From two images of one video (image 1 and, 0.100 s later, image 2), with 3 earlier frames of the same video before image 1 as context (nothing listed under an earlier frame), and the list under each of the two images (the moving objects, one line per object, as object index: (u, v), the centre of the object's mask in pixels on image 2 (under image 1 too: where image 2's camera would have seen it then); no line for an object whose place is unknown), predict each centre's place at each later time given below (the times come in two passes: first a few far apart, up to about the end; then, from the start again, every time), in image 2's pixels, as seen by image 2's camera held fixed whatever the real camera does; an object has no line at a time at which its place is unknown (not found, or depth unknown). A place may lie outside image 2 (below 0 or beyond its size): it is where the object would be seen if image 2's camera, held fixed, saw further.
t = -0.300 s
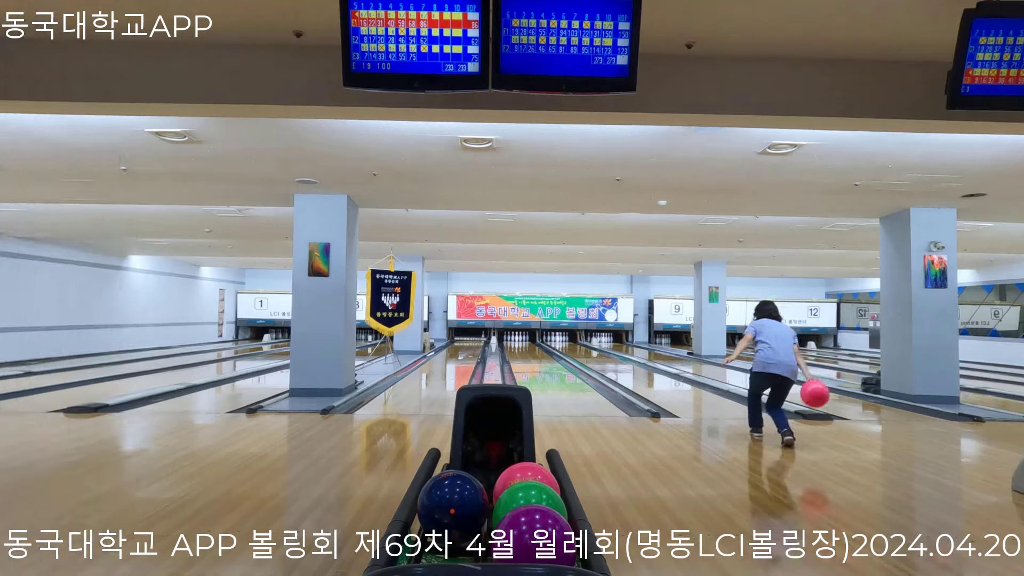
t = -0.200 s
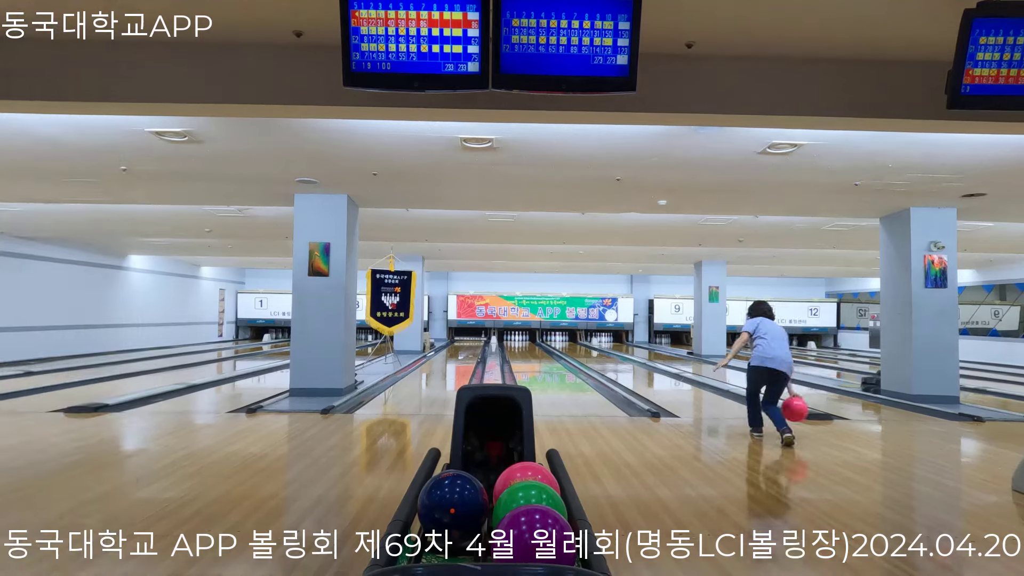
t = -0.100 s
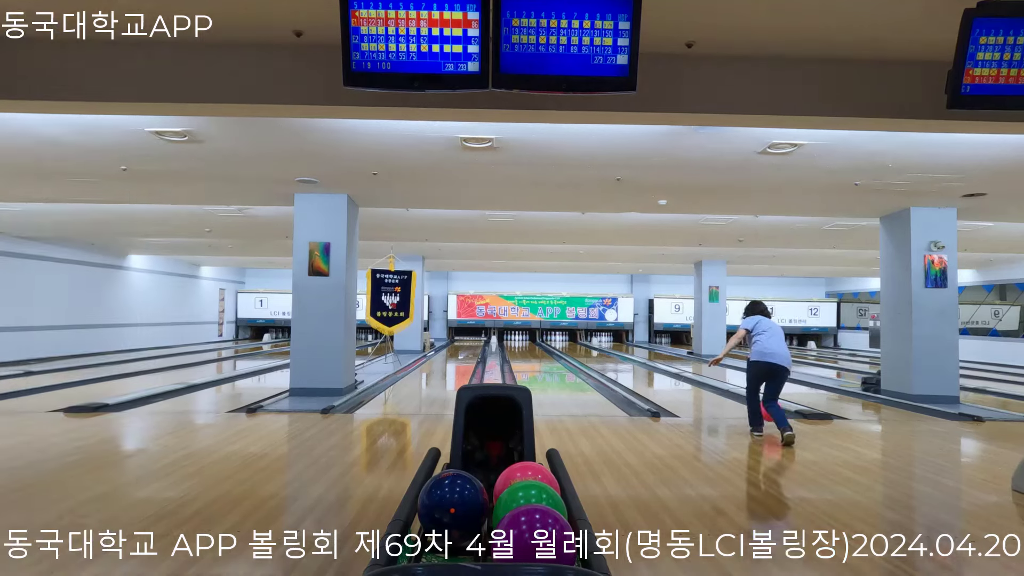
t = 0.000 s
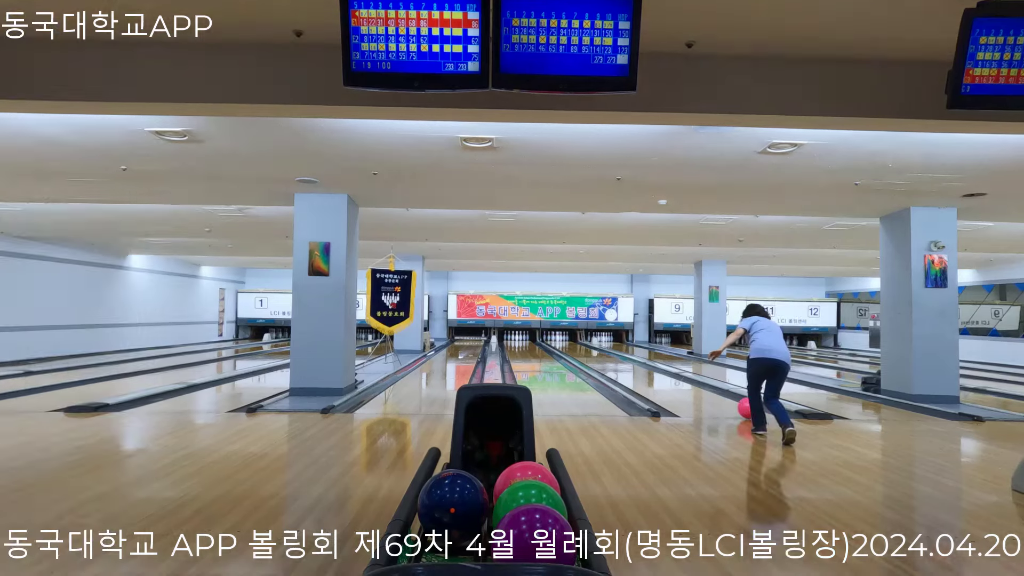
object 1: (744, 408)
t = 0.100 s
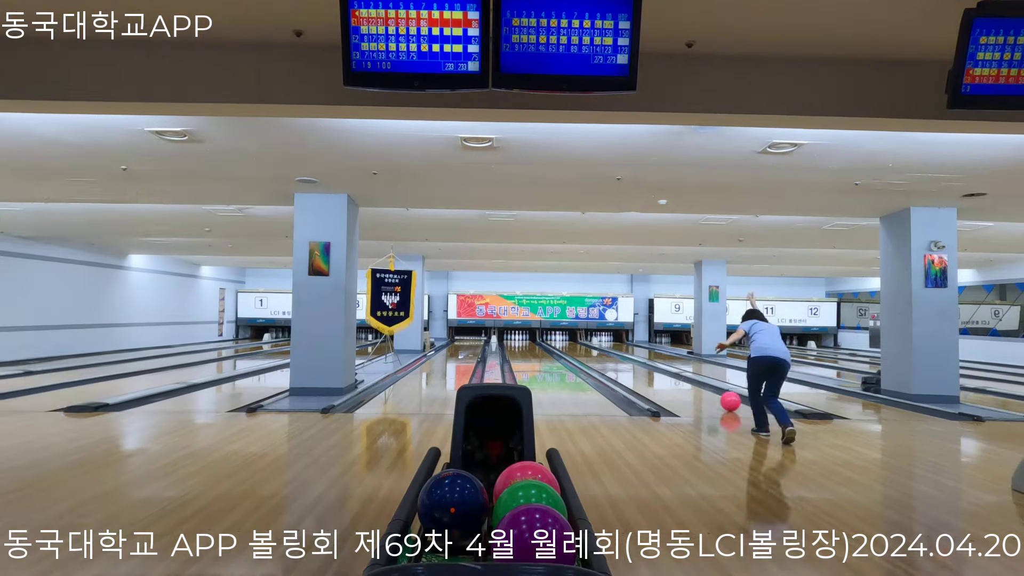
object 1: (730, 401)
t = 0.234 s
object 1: (710, 393)
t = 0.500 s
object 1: (679, 380)
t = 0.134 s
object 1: (725, 399)
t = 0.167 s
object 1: (720, 397)
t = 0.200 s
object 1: (715, 395)
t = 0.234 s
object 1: (710, 393)
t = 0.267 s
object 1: (706, 391)
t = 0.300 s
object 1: (701, 390)
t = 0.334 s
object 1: (697, 388)
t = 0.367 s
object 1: (693, 386)
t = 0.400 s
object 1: (689, 385)
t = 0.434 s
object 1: (685, 383)
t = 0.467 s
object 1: (682, 382)
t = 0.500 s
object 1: (679, 380)
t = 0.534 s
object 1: (676, 379)
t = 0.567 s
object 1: (673, 378)
